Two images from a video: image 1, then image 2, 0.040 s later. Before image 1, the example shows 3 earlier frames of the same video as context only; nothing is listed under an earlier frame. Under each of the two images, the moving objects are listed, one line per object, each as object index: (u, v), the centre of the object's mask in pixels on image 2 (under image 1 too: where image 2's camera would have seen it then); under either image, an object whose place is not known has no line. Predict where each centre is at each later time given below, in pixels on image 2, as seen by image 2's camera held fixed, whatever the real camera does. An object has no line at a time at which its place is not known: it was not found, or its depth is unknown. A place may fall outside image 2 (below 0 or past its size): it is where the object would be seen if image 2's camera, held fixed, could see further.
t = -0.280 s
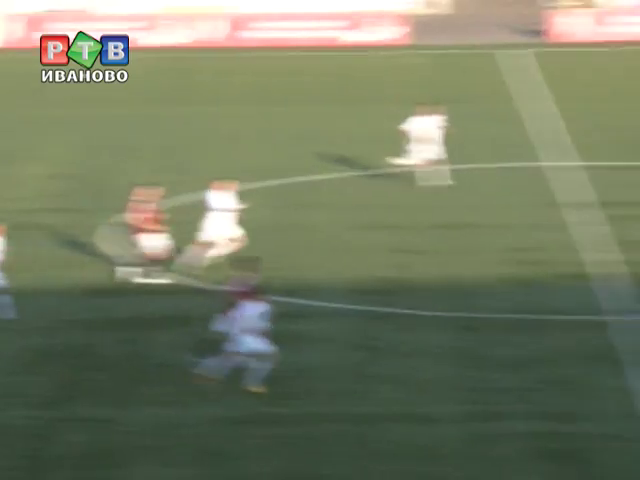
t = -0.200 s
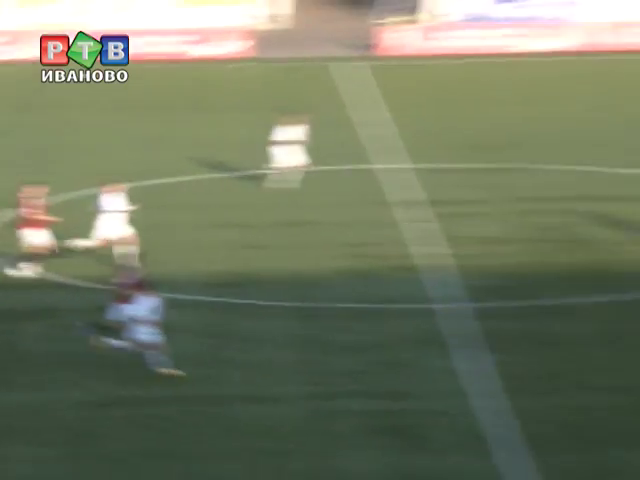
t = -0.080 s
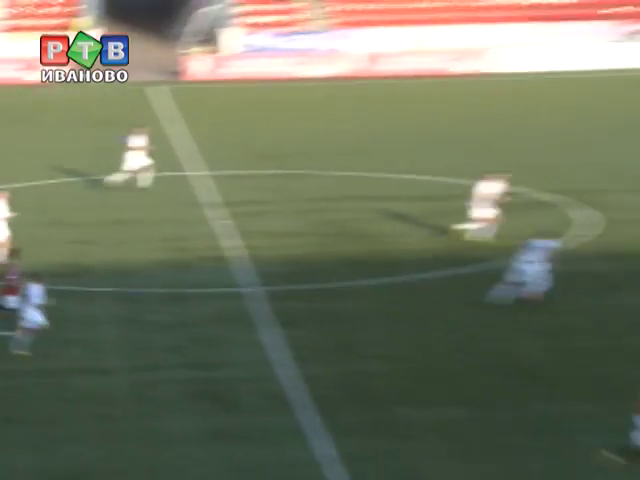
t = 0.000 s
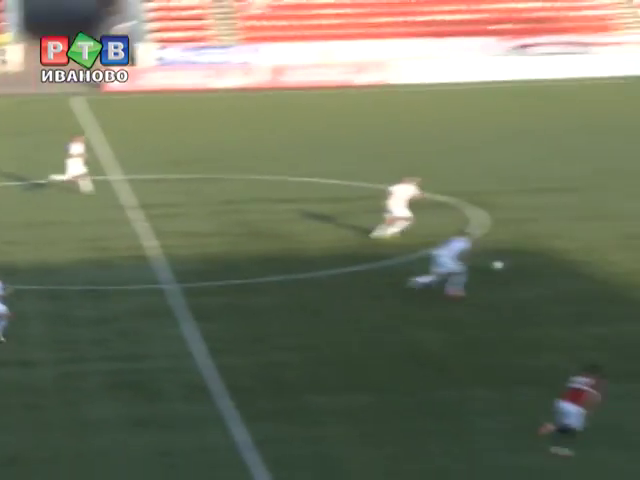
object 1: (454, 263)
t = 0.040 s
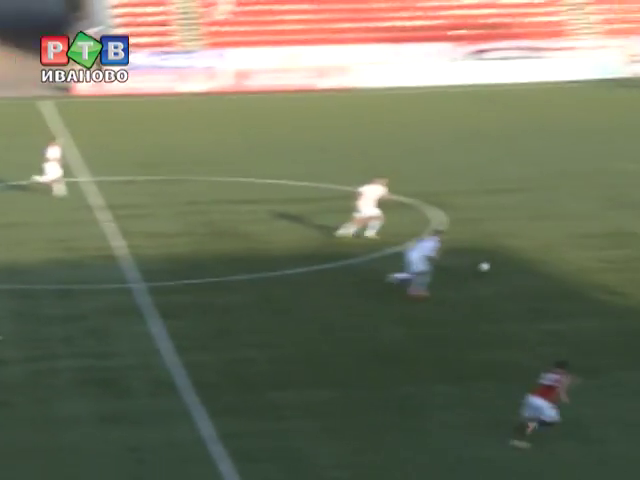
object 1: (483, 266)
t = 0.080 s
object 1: (513, 270)
